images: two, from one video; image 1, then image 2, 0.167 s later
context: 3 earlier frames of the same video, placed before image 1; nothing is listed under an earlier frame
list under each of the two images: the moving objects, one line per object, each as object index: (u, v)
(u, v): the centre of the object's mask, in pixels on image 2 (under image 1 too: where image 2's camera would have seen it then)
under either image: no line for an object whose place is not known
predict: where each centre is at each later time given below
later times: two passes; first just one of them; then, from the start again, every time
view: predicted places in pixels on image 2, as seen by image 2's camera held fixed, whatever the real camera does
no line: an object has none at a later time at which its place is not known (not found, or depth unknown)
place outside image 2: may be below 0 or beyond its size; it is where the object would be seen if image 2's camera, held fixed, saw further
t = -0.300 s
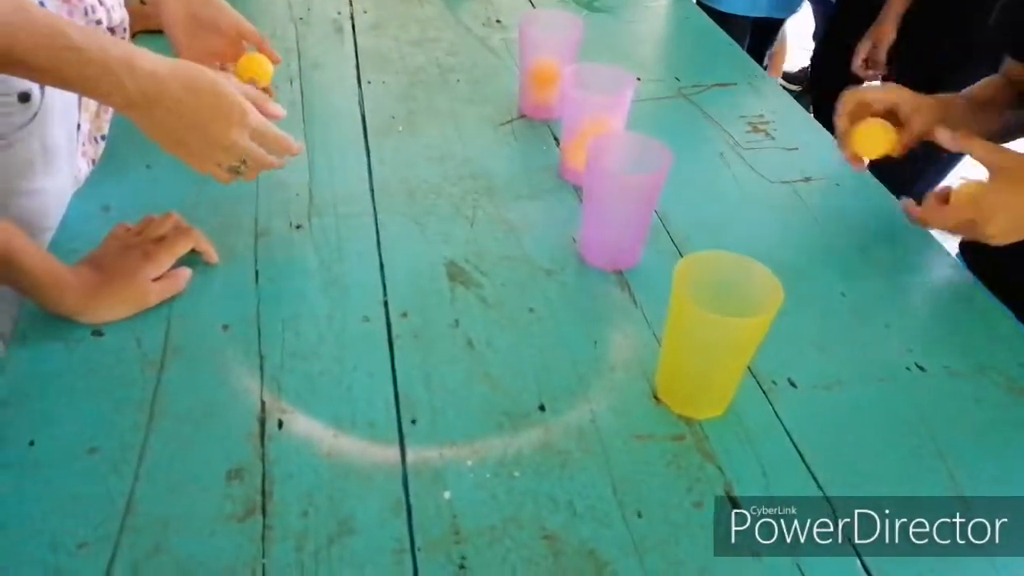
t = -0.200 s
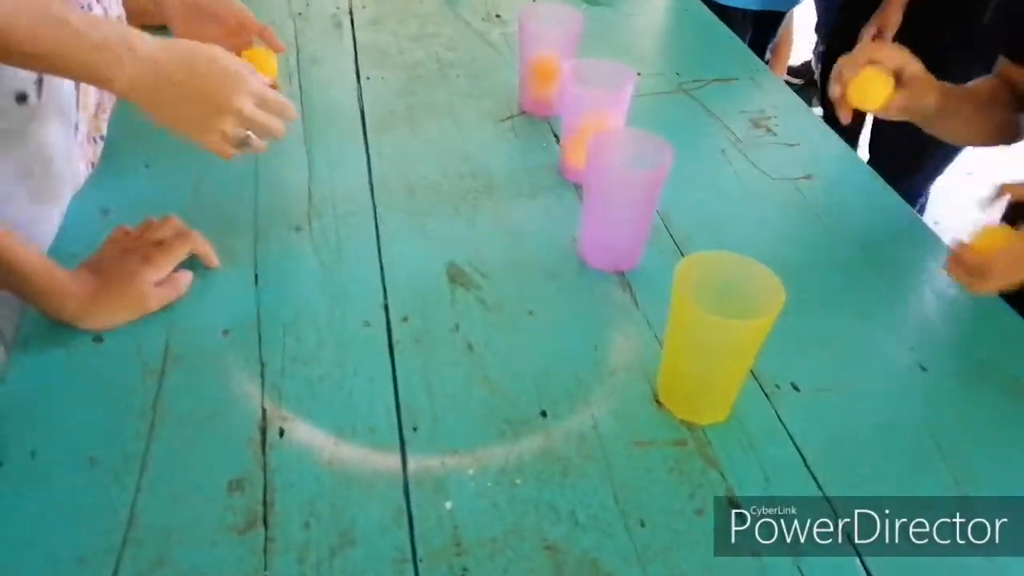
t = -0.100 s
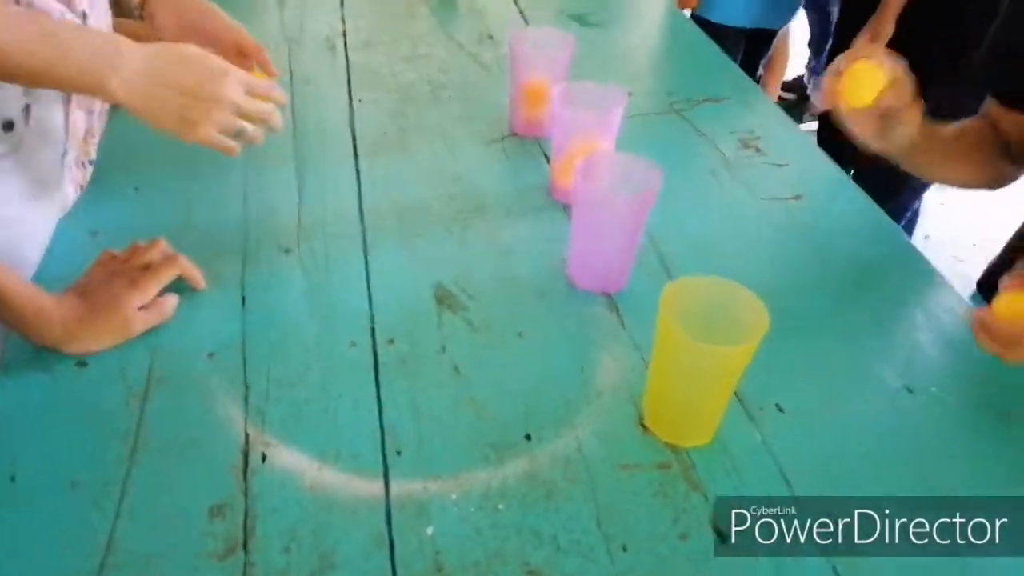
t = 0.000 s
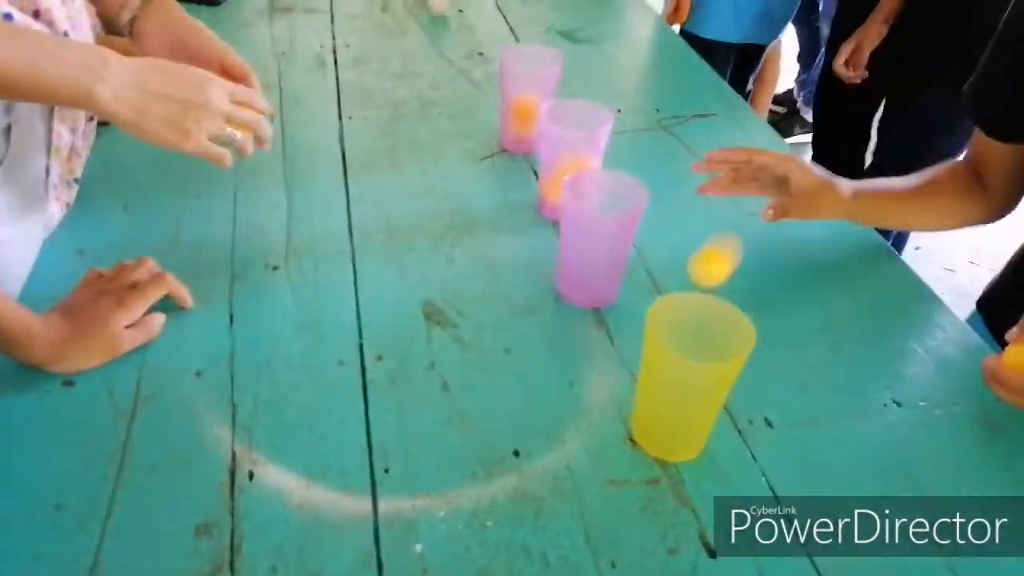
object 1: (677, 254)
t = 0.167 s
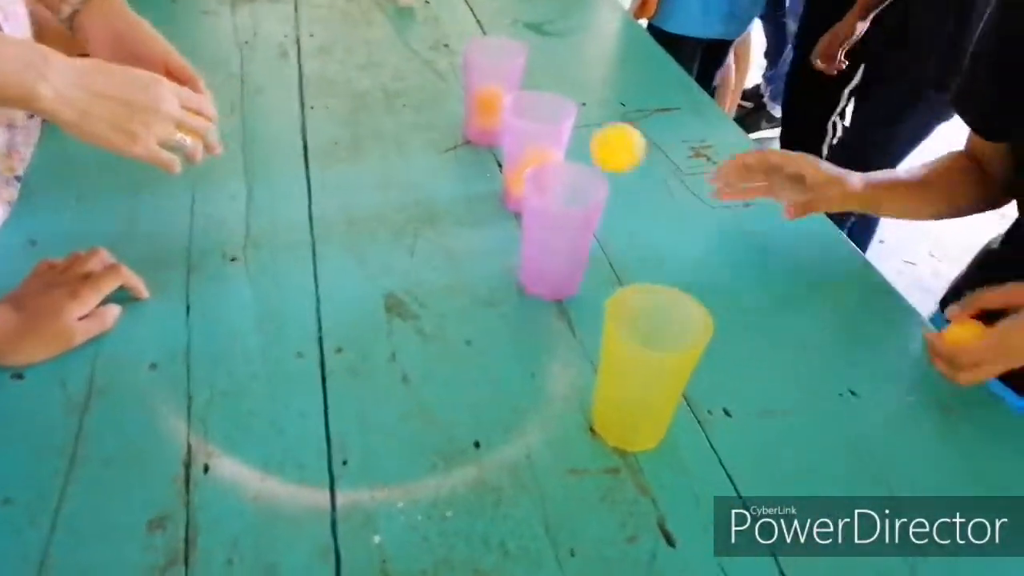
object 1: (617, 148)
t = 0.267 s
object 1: (539, 205)
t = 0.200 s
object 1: (595, 153)
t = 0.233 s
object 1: (567, 171)
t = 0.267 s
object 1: (539, 205)
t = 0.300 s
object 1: (510, 248)
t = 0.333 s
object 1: (482, 301)
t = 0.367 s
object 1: (454, 339)
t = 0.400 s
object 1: (436, 314)
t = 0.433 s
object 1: (417, 295)
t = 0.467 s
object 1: (396, 284)
